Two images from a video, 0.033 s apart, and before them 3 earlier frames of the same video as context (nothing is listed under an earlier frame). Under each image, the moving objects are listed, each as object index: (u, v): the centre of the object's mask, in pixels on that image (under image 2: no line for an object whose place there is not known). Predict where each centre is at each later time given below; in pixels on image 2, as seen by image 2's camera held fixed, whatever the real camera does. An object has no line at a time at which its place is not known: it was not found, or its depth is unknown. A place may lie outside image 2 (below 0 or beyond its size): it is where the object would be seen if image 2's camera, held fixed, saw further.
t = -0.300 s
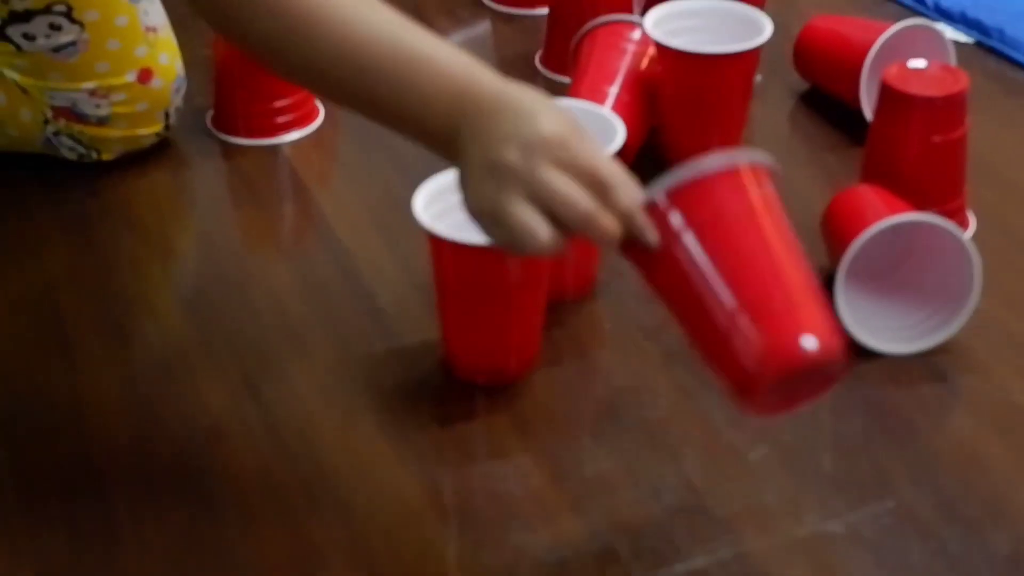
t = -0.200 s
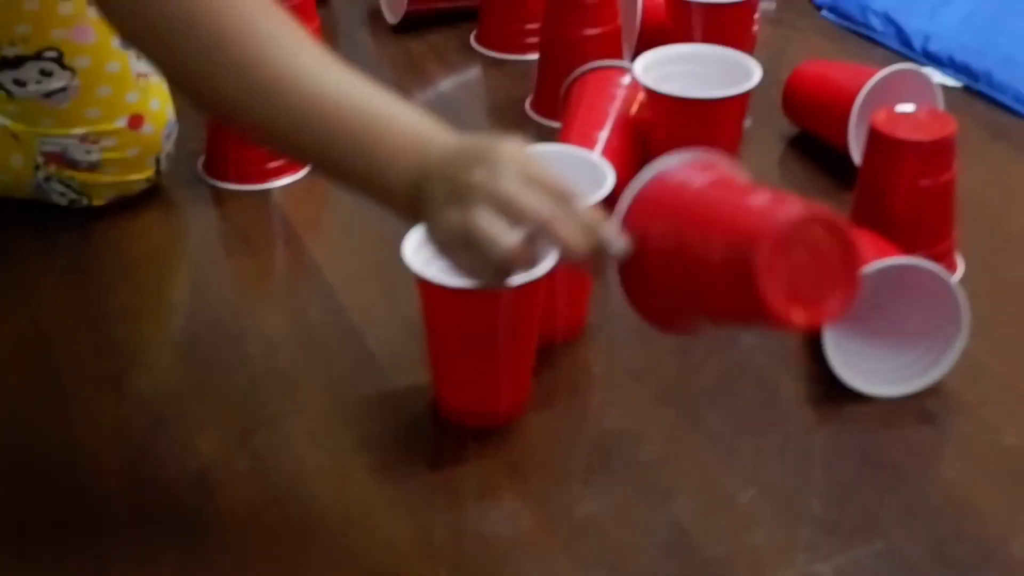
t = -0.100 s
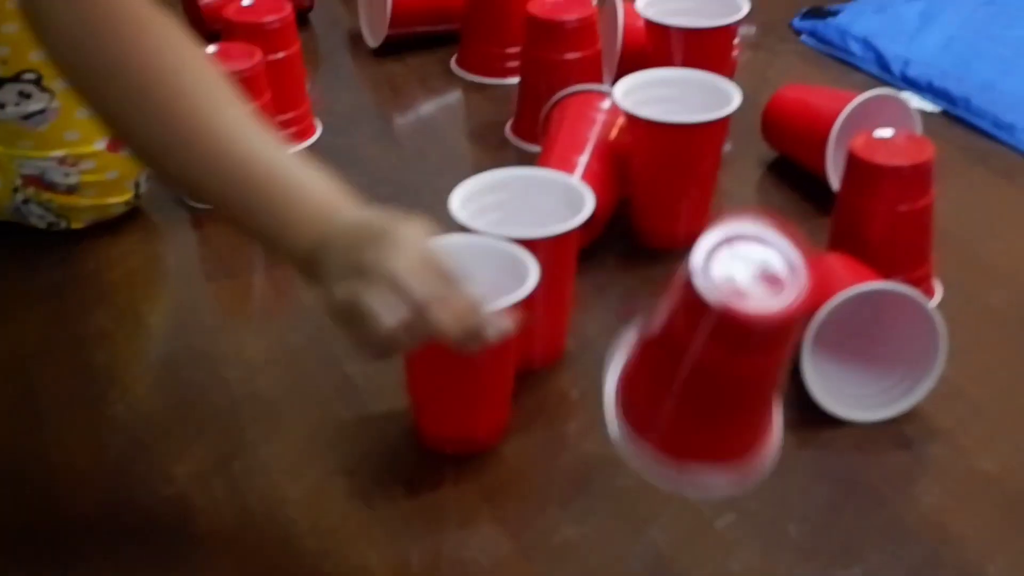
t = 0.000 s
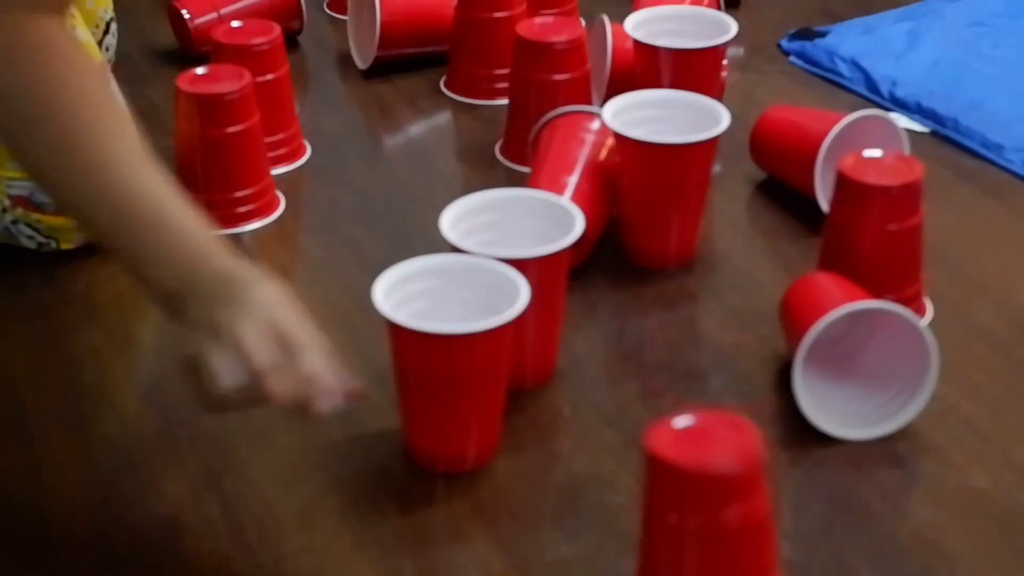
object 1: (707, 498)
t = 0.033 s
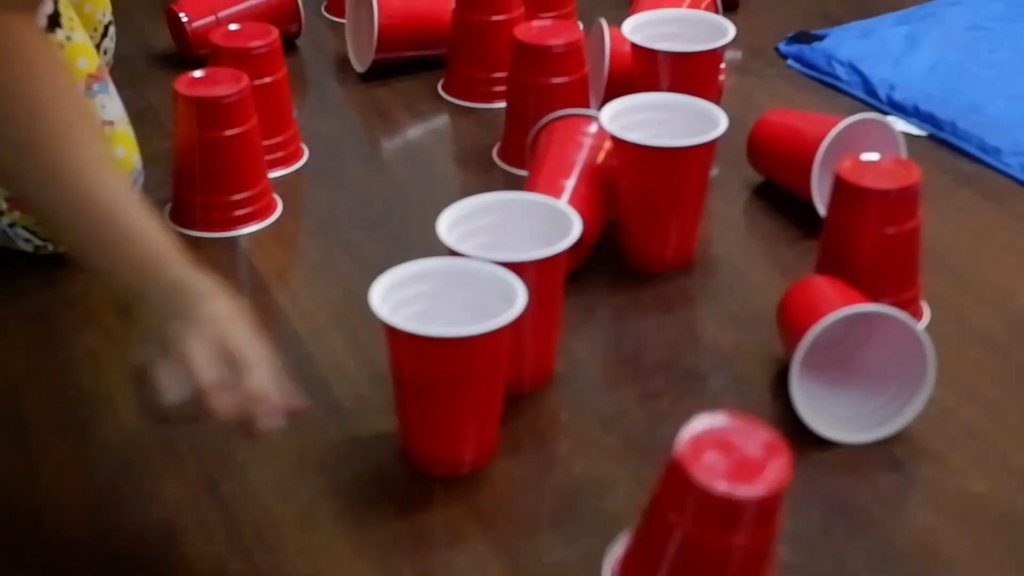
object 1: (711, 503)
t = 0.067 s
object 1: (714, 495)
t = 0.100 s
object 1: (719, 494)
